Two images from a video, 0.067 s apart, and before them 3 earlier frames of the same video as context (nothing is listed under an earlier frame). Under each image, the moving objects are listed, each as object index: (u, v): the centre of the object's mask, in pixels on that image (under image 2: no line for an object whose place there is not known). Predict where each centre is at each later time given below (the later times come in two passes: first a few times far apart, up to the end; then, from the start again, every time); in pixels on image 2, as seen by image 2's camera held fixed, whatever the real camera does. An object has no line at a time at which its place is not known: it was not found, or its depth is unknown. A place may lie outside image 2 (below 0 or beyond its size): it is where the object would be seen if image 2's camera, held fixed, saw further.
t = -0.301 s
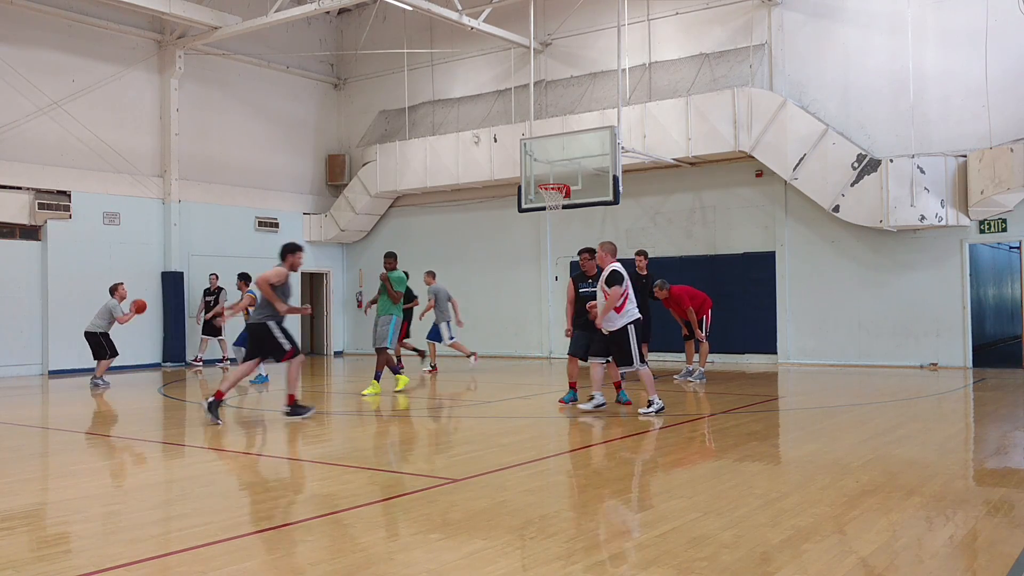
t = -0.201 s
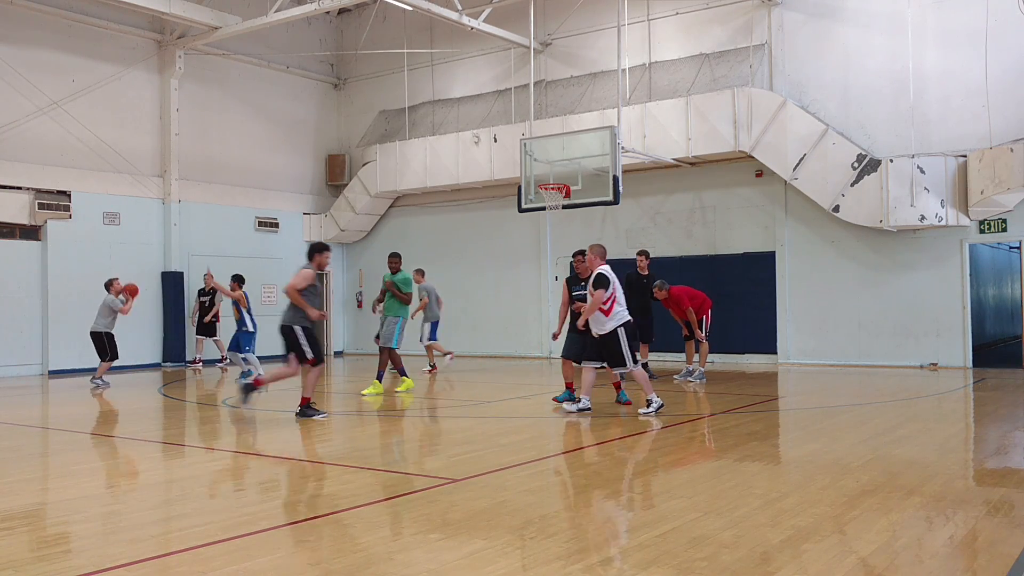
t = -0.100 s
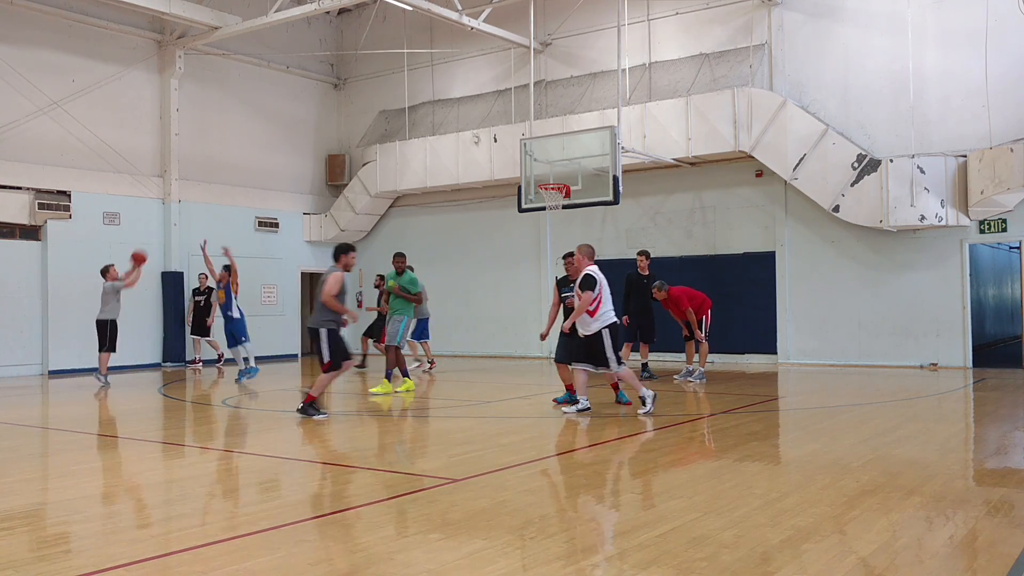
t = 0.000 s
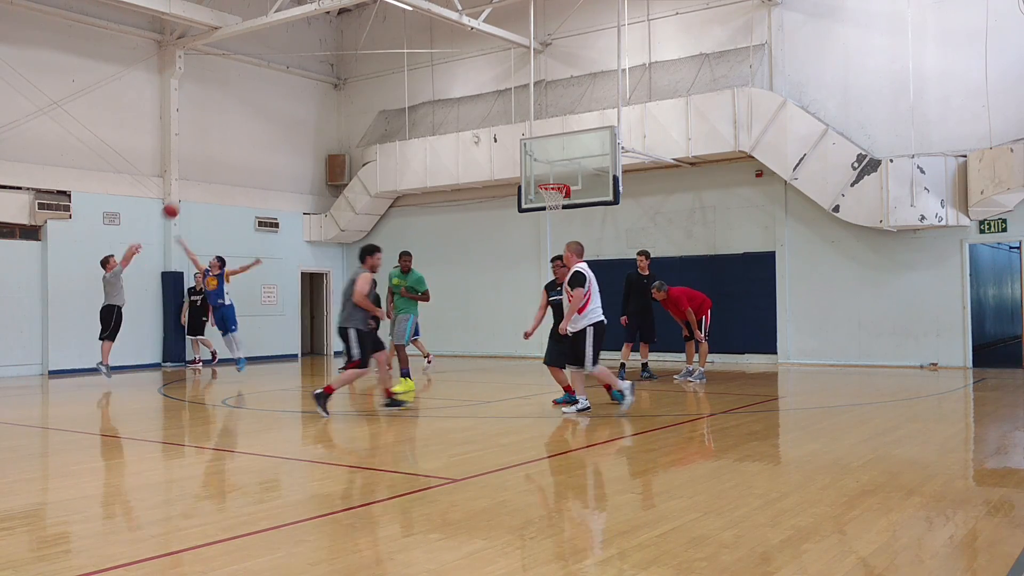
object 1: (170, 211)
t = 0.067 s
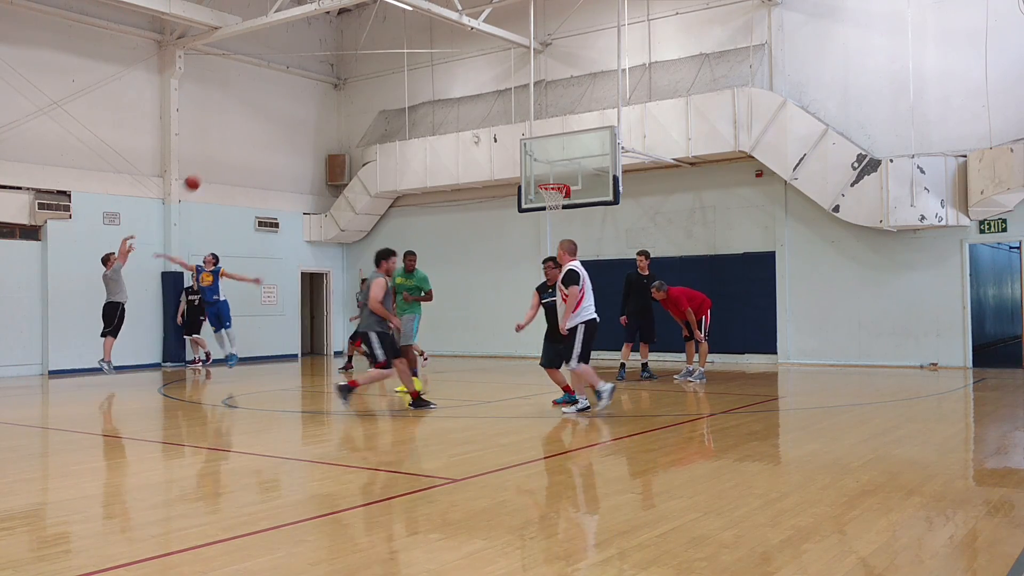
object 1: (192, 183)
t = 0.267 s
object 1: (254, 118)
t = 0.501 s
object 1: (325, 75)
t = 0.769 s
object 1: (402, 67)
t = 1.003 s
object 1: (467, 95)
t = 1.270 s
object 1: (540, 164)
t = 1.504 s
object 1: (550, 196)
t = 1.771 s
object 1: (547, 223)
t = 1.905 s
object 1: (546, 253)
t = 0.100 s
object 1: (203, 170)
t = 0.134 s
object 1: (213, 158)
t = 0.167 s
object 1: (223, 147)
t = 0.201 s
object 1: (234, 137)
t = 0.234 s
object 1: (244, 127)
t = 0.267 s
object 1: (254, 118)
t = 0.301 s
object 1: (263, 109)
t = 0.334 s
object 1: (274, 102)
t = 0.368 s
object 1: (285, 95)
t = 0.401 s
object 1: (295, 89)
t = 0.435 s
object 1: (304, 84)
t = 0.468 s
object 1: (315, 79)
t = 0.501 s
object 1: (325, 75)
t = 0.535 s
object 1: (335, 72)
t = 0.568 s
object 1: (344, 69)
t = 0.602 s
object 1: (354, 67)
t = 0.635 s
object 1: (364, 66)
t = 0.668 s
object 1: (373, 65)
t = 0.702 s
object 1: (383, 65)
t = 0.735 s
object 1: (392, 66)
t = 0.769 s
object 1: (402, 67)
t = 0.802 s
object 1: (411, 69)
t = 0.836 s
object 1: (421, 72)
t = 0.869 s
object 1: (430, 75)
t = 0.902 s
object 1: (440, 79)
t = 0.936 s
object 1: (449, 83)
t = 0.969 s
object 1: (458, 89)
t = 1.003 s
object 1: (467, 95)
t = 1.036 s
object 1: (476, 102)
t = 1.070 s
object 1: (486, 109)
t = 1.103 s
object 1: (495, 117)
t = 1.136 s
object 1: (504, 125)
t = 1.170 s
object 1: (513, 134)
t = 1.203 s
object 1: (523, 144)
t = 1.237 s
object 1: (531, 154)
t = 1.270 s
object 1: (540, 164)
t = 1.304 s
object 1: (549, 176)
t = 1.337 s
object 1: (555, 184)
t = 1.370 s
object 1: (554, 192)
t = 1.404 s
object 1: (555, 196)
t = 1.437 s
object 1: (553, 195)
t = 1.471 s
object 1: (551, 195)
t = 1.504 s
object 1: (550, 196)
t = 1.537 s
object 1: (549, 197)
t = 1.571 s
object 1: (549, 199)
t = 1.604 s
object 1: (549, 201)
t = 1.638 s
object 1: (547, 205)
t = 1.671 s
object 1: (547, 210)
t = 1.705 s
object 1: (547, 214)
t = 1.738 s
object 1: (547, 218)
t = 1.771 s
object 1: (547, 223)
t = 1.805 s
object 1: (547, 230)
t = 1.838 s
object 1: (547, 237)
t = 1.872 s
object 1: (547, 245)
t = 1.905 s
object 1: (546, 253)
